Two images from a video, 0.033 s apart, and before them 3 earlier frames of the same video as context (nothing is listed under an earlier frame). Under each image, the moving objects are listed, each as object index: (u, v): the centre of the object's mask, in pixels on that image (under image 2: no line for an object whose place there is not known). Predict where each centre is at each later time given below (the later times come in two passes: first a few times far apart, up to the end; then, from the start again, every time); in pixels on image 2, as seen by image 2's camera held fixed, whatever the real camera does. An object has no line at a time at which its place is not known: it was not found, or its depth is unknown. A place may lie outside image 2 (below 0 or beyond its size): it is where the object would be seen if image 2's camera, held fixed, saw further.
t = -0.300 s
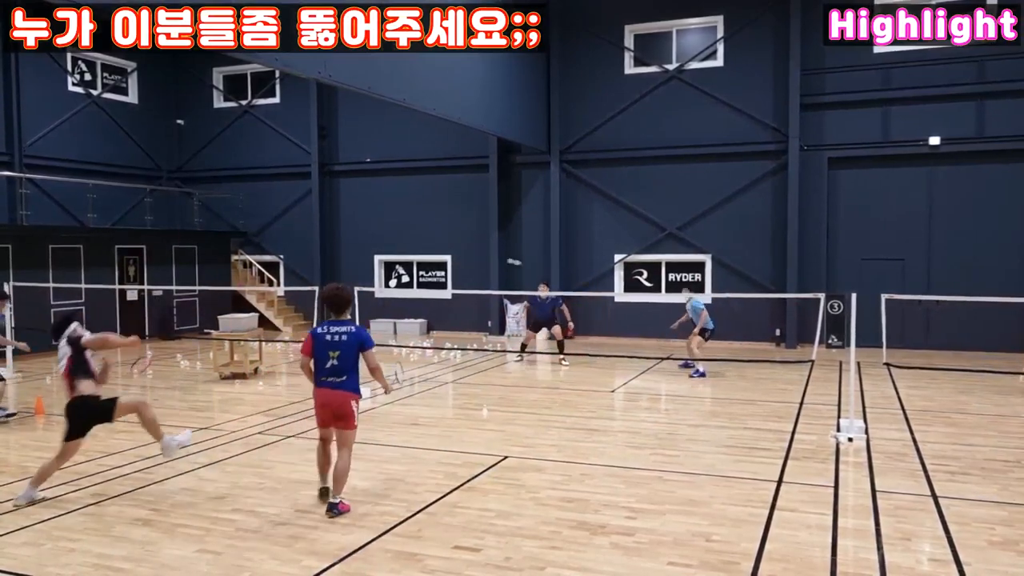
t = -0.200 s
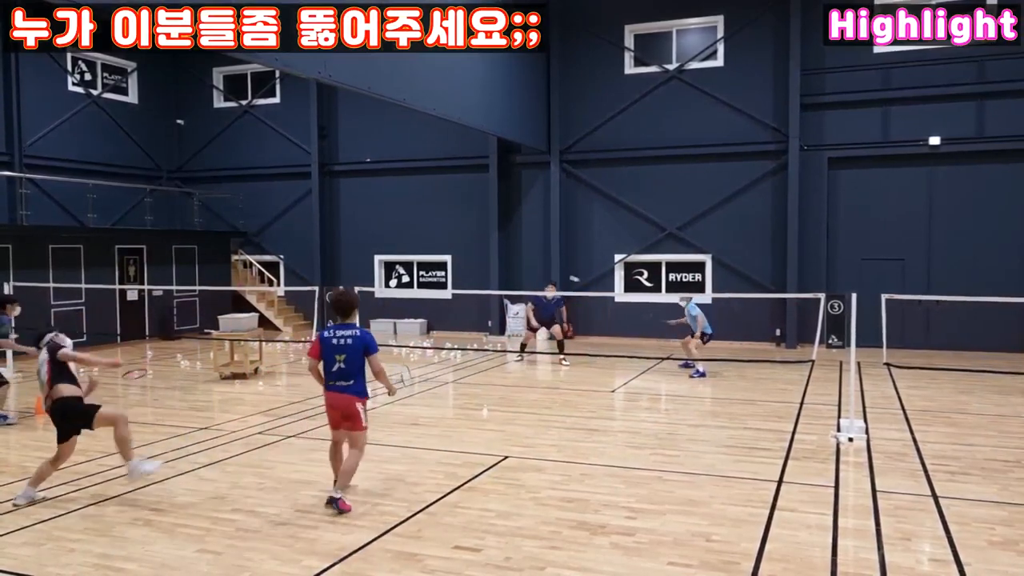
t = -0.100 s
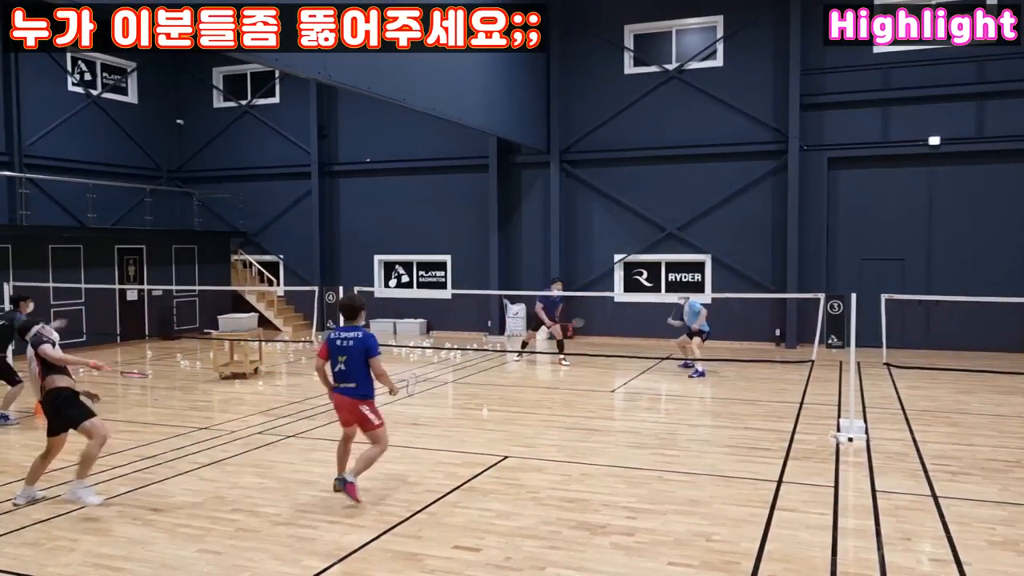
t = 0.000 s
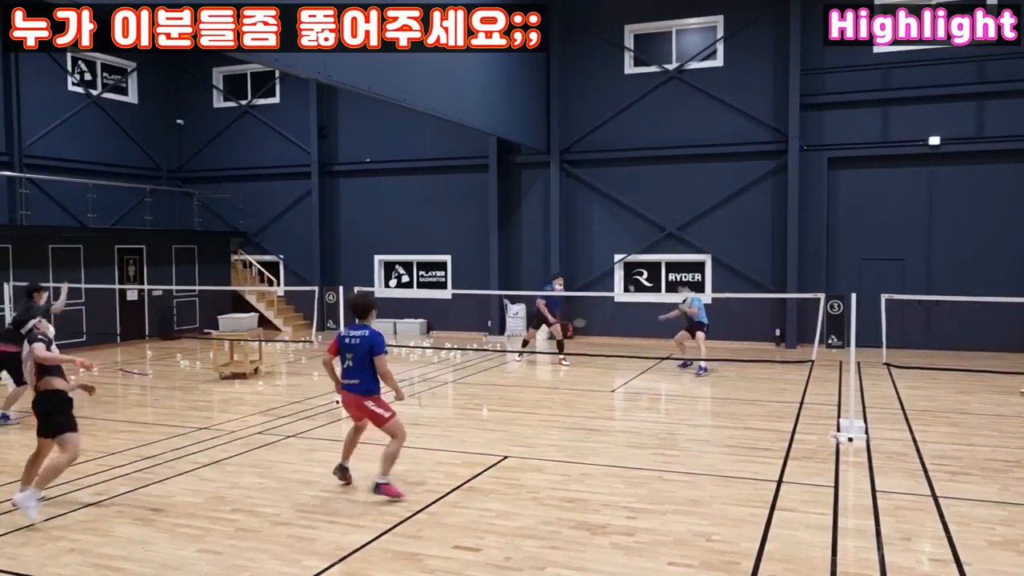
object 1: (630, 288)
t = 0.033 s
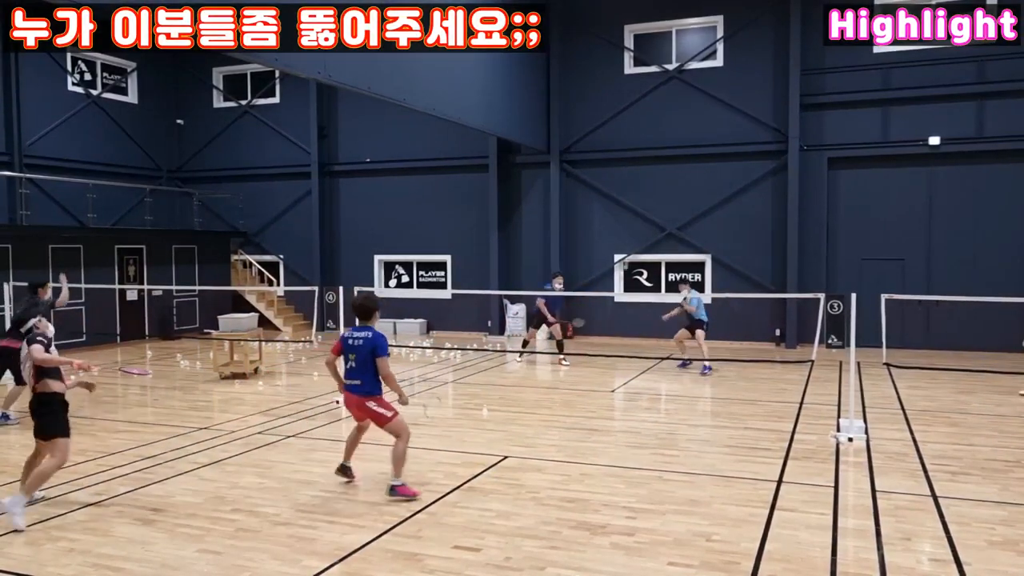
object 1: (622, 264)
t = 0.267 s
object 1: (611, 132)
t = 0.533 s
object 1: (595, 60)
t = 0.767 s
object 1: (576, 65)
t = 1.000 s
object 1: (552, 153)
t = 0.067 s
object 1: (624, 239)
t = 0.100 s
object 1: (621, 217)
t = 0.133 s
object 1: (620, 197)
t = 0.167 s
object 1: (617, 179)
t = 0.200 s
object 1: (615, 162)
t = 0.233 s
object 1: (614, 146)
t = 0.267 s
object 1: (611, 132)
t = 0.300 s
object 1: (610, 119)
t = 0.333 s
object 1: (607, 107)
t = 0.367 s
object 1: (605, 96)
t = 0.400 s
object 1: (603, 86)
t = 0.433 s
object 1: (601, 78)
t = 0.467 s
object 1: (599, 71)
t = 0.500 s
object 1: (597, 65)
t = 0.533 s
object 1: (595, 60)
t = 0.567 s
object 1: (592, 57)
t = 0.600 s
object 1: (589, 55)
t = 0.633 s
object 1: (587, 54)
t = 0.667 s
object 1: (585, 54)
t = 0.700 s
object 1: (582, 57)
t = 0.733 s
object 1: (579, 61)
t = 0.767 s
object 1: (576, 65)
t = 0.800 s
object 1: (573, 73)
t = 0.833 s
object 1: (570, 82)
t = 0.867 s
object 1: (567, 92)
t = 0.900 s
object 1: (563, 105)
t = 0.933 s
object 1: (559, 119)
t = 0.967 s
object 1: (556, 135)
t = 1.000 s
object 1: (552, 153)
